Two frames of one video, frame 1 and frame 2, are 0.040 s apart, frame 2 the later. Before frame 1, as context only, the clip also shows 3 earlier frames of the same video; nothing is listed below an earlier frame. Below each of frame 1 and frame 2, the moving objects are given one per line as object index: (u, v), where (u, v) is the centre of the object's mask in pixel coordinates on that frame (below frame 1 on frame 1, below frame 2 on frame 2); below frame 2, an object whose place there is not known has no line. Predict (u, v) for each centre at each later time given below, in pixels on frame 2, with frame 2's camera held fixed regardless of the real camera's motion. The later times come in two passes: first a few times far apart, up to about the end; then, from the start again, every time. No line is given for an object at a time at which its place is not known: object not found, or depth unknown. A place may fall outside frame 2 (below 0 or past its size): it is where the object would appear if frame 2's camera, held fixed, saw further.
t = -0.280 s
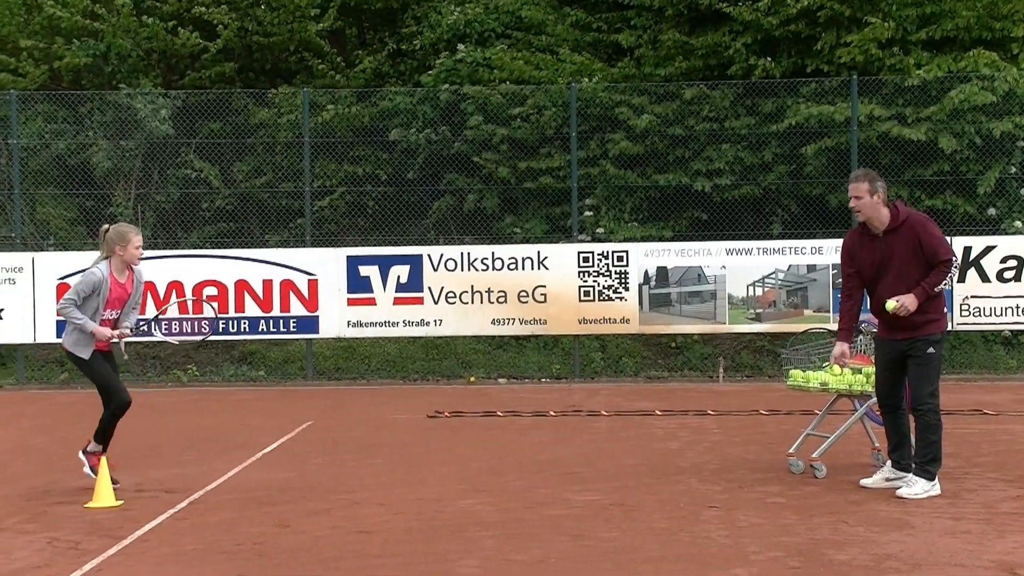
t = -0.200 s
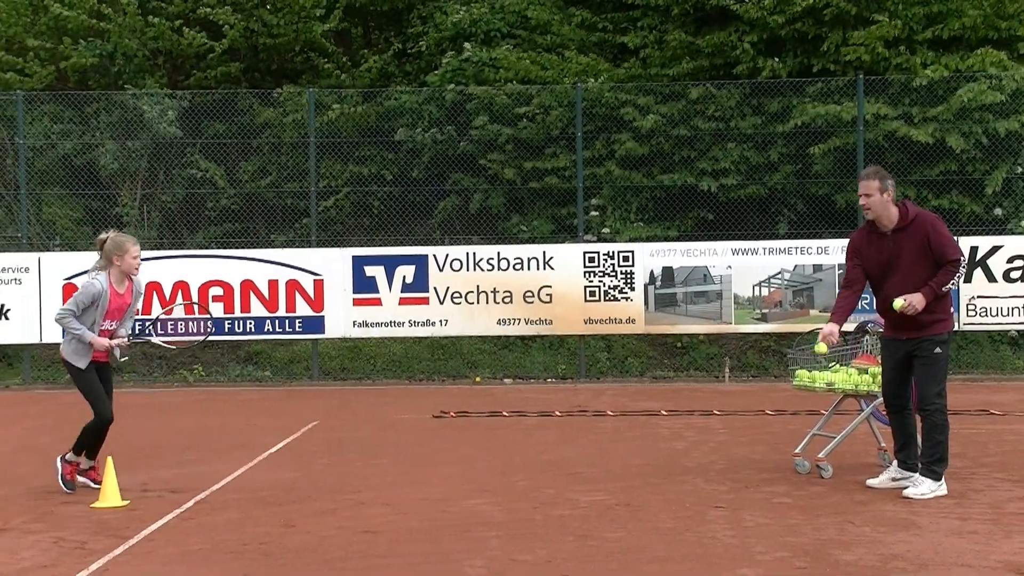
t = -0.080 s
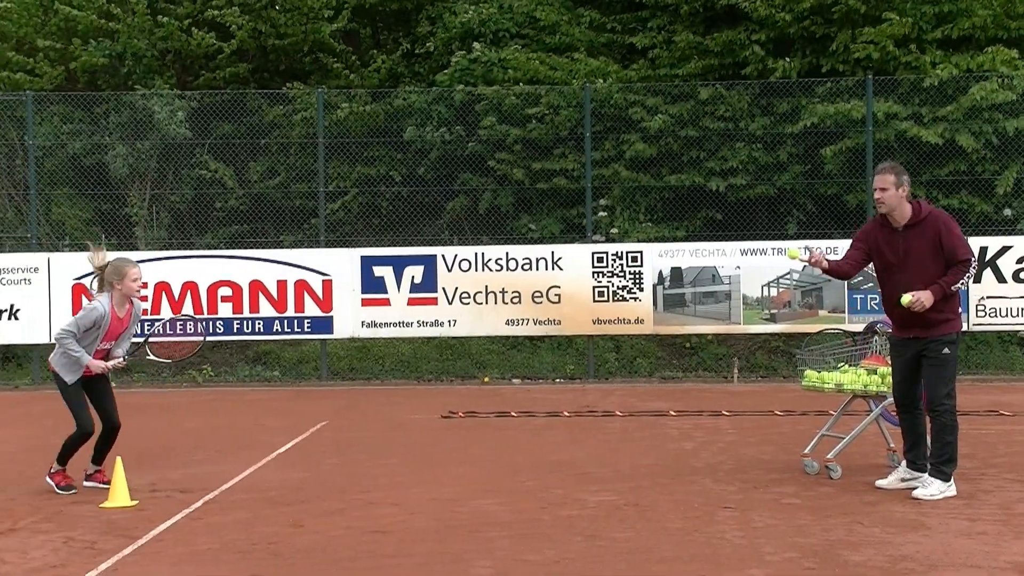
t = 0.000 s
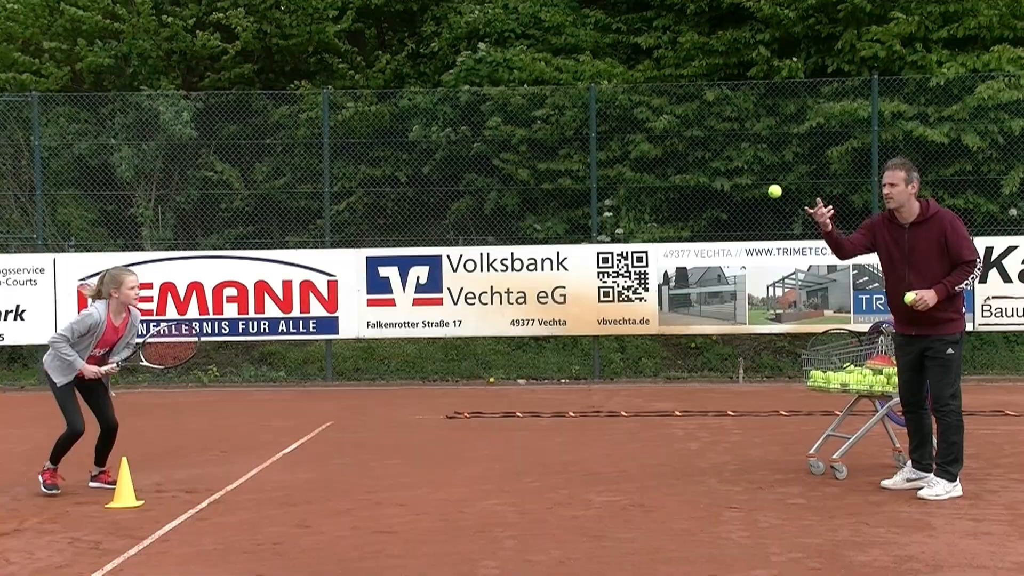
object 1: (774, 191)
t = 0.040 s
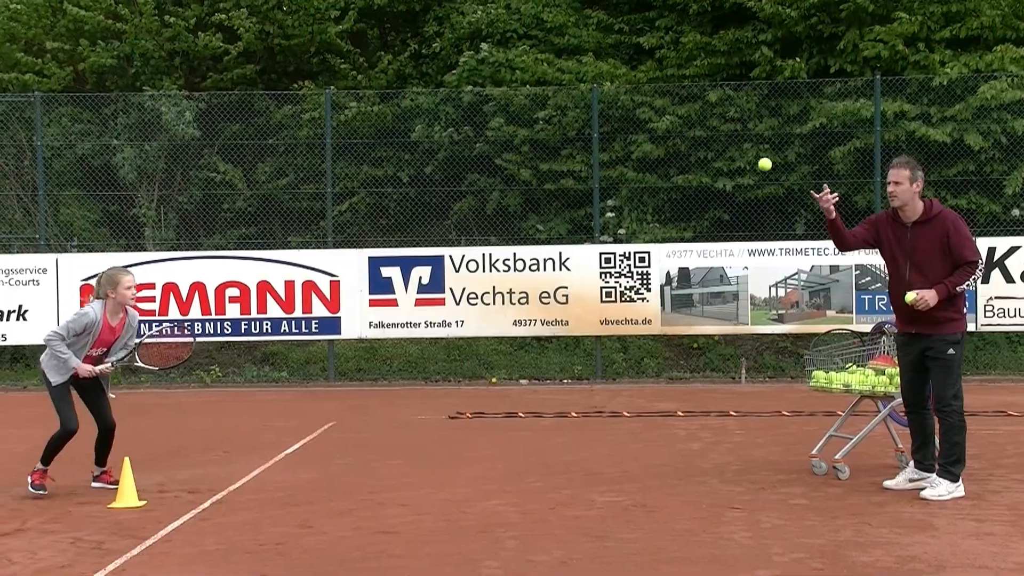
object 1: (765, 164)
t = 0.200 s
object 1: (714, 82)
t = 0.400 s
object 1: (646, 44)
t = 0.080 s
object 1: (752, 140)
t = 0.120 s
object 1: (740, 118)
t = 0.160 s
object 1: (727, 99)
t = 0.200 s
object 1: (714, 82)
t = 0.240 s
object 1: (701, 69)
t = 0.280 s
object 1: (688, 58)
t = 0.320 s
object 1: (675, 50)
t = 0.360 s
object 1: (660, 46)
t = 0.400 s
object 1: (646, 44)
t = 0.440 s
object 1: (631, 46)
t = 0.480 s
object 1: (615, 51)
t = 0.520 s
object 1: (601, 59)
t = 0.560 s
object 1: (586, 72)
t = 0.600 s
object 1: (570, 87)
